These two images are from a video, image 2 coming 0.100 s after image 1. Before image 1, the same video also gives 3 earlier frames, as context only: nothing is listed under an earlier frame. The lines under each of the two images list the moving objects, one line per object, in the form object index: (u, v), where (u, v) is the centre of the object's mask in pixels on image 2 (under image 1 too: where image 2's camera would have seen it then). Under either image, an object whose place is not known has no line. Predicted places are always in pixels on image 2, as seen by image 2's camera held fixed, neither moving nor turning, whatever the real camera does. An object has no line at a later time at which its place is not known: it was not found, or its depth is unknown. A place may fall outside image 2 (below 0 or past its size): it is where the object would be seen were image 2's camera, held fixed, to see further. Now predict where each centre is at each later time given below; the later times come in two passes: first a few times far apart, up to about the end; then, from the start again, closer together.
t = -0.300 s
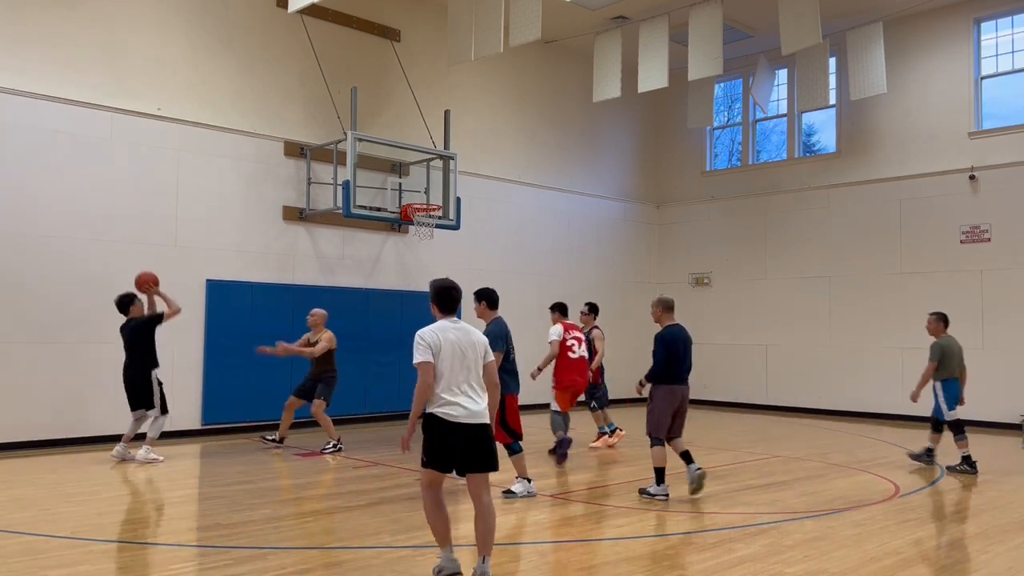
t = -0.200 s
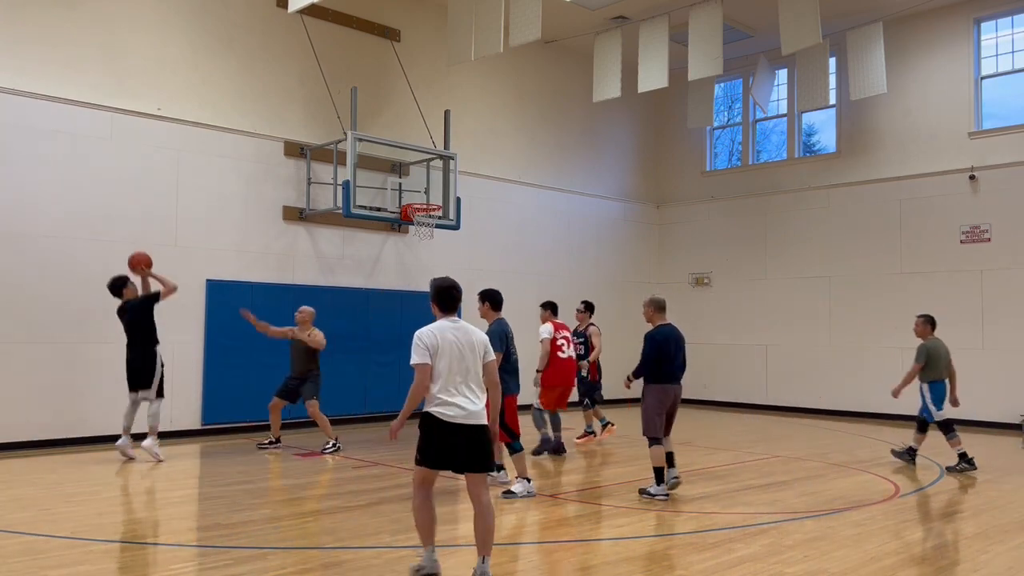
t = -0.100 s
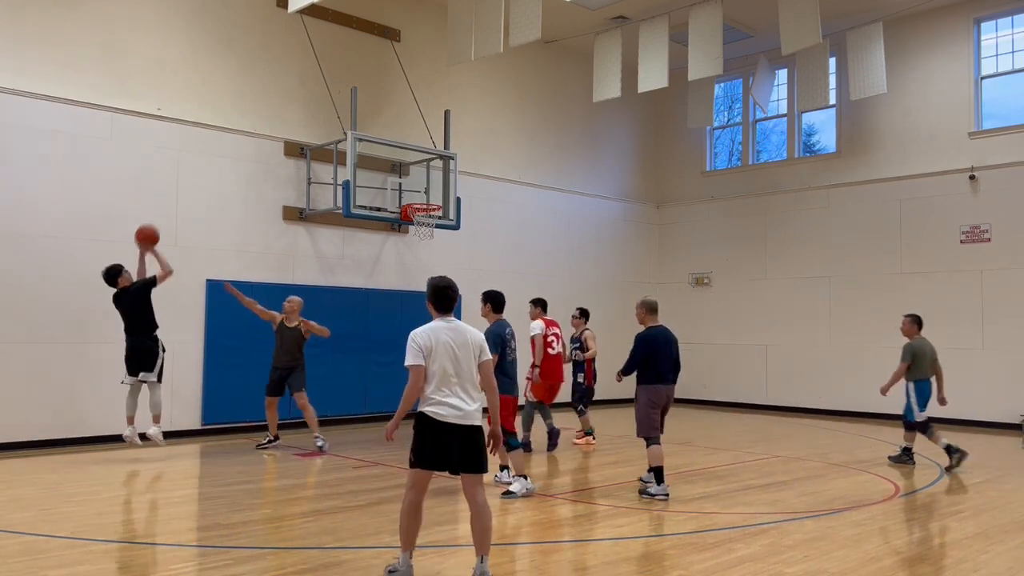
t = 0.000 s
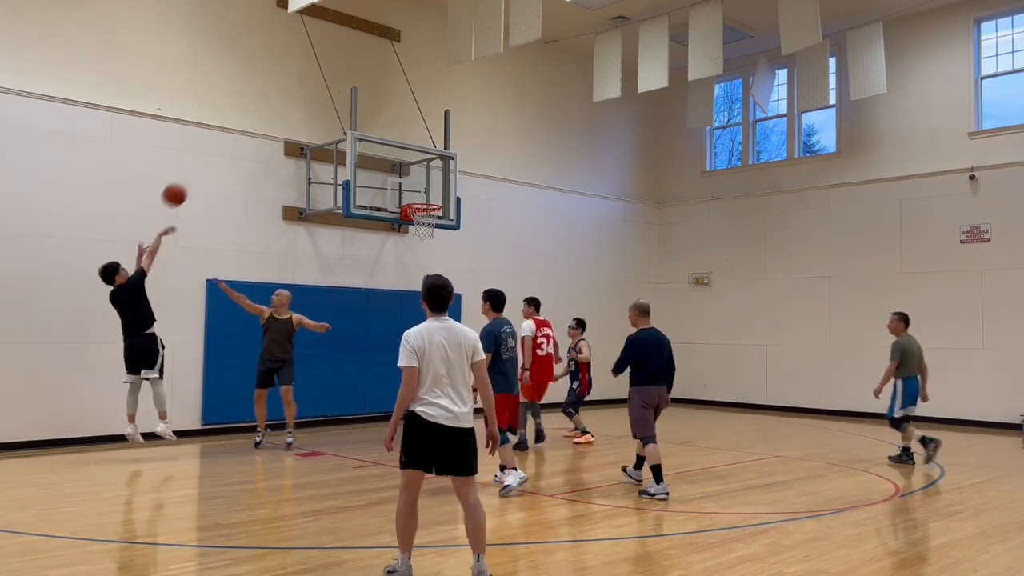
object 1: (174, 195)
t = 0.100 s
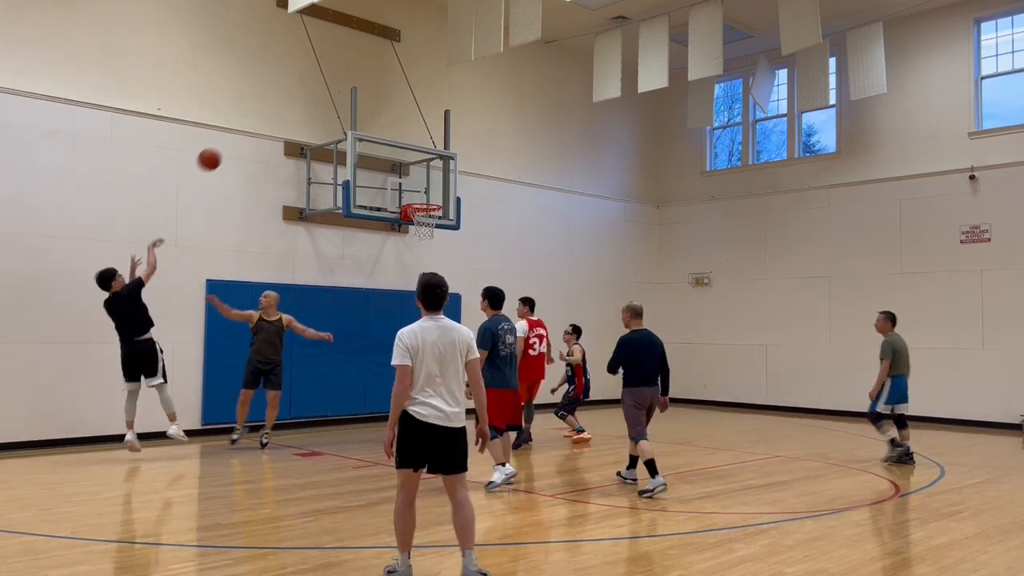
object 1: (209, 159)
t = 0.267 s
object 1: (262, 123)
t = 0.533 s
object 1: (336, 116)
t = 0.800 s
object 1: (401, 161)
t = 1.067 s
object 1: (420, 239)
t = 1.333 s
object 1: (393, 340)
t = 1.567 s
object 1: (366, 396)
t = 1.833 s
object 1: (327, 318)
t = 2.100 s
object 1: (285, 291)
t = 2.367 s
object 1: (240, 314)
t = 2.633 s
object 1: (196, 398)
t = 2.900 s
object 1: (165, 383)
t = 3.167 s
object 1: (149, 372)
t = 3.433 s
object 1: (130, 421)
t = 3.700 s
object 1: (101, 399)
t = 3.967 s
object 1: (68, 406)
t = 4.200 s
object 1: (37, 427)
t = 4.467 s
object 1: (21, 422)
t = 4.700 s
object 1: (8, 430)
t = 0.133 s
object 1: (220, 150)
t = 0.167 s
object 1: (231, 142)
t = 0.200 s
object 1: (242, 134)
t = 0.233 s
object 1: (252, 128)
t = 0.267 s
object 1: (262, 123)
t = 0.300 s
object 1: (272, 119)
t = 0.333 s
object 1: (282, 115)
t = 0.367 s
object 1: (291, 113)
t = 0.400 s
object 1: (301, 112)
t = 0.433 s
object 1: (310, 112)
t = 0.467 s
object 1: (319, 112)
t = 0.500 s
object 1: (328, 114)
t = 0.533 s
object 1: (336, 116)
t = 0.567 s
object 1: (344, 119)
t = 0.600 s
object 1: (354, 123)
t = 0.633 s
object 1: (362, 127)
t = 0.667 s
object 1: (369, 133)
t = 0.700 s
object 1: (377, 139)
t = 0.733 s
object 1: (385, 146)
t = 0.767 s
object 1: (393, 154)
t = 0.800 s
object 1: (401, 161)
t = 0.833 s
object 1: (407, 172)
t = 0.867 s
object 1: (415, 180)
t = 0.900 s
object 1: (422, 190)
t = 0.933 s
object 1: (429, 199)
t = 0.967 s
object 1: (432, 211)
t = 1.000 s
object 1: (427, 220)
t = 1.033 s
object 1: (425, 233)
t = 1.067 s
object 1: (420, 239)
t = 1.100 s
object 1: (417, 248)
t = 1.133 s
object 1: (413, 259)
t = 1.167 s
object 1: (410, 271)
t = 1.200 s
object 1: (406, 283)
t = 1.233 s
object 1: (403, 297)
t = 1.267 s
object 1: (399, 310)
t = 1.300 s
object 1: (396, 324)
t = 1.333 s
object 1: (393, 340)
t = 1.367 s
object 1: (389, 356)
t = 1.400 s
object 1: (386, 373)
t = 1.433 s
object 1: (382, 391)
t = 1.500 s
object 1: (375, 424)
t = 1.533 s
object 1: (371, 410)
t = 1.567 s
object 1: (366, 396)
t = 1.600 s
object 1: (361, 384)
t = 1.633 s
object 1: (357, 372)
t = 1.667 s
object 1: (352, 361)
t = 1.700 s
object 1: (347, 350)
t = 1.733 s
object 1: (342, 341)
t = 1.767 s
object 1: (337, 332)
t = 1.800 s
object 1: (332, 325)
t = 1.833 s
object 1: (327, 318)
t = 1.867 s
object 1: (322, 311)
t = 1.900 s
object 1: (317, 306)
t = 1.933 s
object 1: (312, 301)
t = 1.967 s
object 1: (307, 298)
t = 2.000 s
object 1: (302, 295)
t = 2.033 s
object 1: (296, 292)
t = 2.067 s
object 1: (291, 292)
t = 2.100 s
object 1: (285, 291)
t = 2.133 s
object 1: (280, 291)
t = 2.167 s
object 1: (275, 292)
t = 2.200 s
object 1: (269, 294)
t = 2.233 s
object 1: (265, 296)
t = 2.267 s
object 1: (261, 296)
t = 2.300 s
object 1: (246, 303)
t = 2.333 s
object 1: (243, 309)
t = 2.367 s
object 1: (240, 314)
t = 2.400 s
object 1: (234, 322)
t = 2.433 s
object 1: (230, 331)
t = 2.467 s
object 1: (225, 340)
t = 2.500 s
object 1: (220, 350)
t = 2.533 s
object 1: (214, 360)
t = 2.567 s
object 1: (208, 372)
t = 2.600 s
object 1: (202, 384)
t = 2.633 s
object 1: (196, 398)
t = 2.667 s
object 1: (190, 411)
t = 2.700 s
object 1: (185, 428)
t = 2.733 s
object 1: (179, 423)
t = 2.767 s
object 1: (175, 411)
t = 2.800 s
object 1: (170, 401)
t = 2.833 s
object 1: (168, 394)
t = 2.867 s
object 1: (167, 388)
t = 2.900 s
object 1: (165, 383)
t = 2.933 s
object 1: (163, 378)
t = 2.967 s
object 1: (161, 375)
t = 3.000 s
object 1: (159, 372)
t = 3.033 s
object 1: (157, 370)
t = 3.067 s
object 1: (155, 370)
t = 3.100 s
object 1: (153, 370)
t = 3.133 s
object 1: (151, 371)
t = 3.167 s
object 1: (149, 372)
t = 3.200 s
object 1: (147, 375)
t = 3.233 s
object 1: (145, 379)
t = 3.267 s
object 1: (142, 384)
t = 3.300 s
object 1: (140, 389)
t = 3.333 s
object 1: (138, 396)
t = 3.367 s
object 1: (135, 403)
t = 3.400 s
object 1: (133, 412)
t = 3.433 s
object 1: (130, 421)
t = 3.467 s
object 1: (128, 432)
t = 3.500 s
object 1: (125, 434)
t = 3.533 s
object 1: (121, 426)
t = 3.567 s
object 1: (117, 419)
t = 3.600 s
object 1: (113, 412)
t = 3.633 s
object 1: (109, 407)
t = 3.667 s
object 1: (105, 403)
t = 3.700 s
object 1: (101, 399)
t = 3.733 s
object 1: (97, 397)
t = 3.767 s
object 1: (93, 395)
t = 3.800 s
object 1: (89, 395)
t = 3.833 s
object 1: (85, 395)
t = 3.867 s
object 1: (80, 396)
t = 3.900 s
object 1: (76, 398)
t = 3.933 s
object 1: (72, 401)
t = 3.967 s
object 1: (68, 406)
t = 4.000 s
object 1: (63, 411)
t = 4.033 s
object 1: (58, 417)
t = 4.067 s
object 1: (54, 424)
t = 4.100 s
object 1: (50, 433)
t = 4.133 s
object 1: (45, 439)
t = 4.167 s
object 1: (41, 433)
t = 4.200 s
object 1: (37, 427)
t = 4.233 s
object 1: (33, 421)
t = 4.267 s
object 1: (32, 419)
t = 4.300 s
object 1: (30, 417)
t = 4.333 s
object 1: (28, 416)
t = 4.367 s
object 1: (27, 416)
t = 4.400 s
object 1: (25, 417)
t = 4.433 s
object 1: (23, 419)
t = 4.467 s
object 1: (21, 422)
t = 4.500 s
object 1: (19, 426)
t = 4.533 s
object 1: (17, 431)
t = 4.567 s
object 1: (16, 438)
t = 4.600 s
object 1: (13, 442)
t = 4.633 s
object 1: (11, 438)
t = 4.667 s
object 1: (9, 433)
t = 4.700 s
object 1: (8, 430)
